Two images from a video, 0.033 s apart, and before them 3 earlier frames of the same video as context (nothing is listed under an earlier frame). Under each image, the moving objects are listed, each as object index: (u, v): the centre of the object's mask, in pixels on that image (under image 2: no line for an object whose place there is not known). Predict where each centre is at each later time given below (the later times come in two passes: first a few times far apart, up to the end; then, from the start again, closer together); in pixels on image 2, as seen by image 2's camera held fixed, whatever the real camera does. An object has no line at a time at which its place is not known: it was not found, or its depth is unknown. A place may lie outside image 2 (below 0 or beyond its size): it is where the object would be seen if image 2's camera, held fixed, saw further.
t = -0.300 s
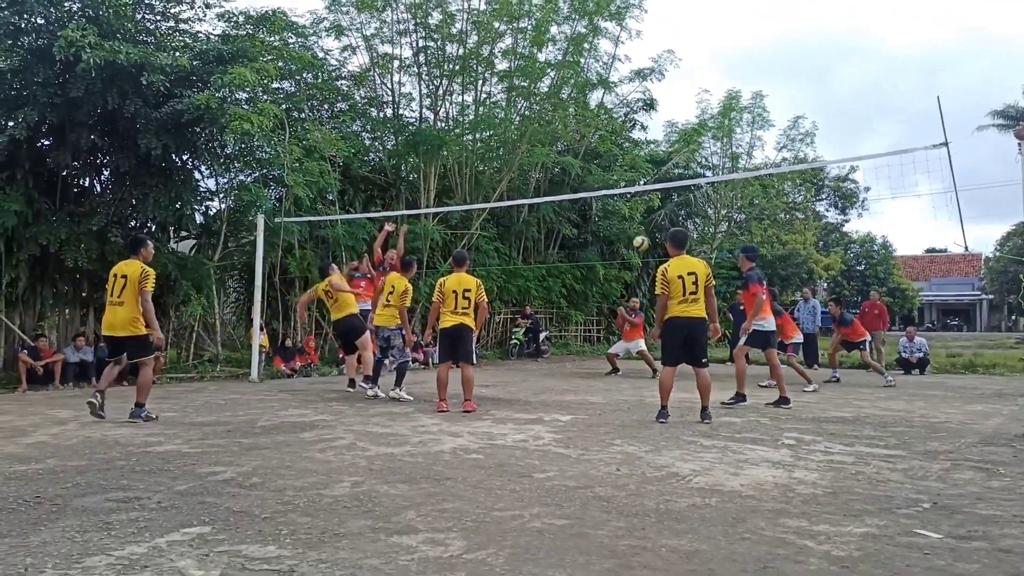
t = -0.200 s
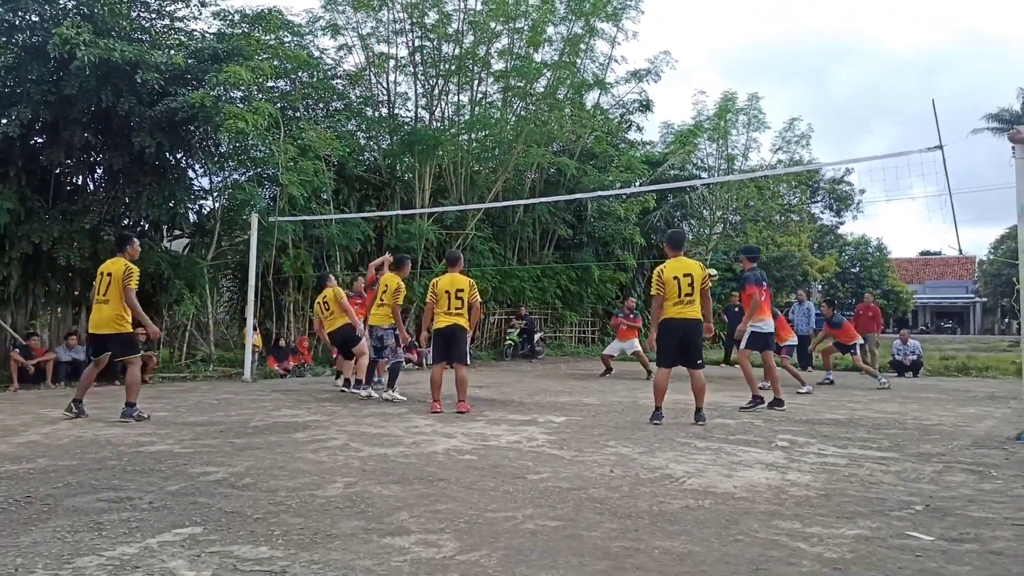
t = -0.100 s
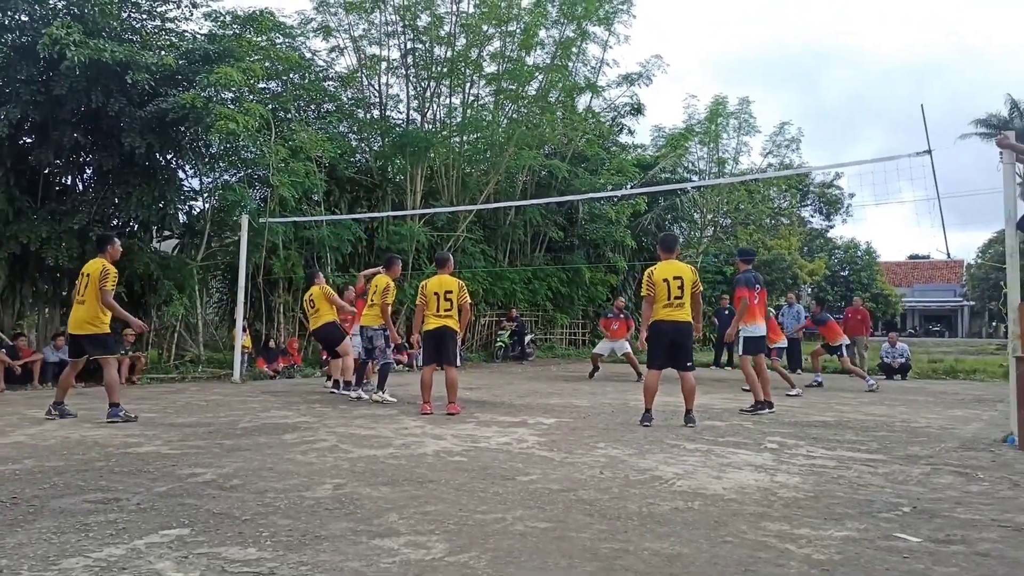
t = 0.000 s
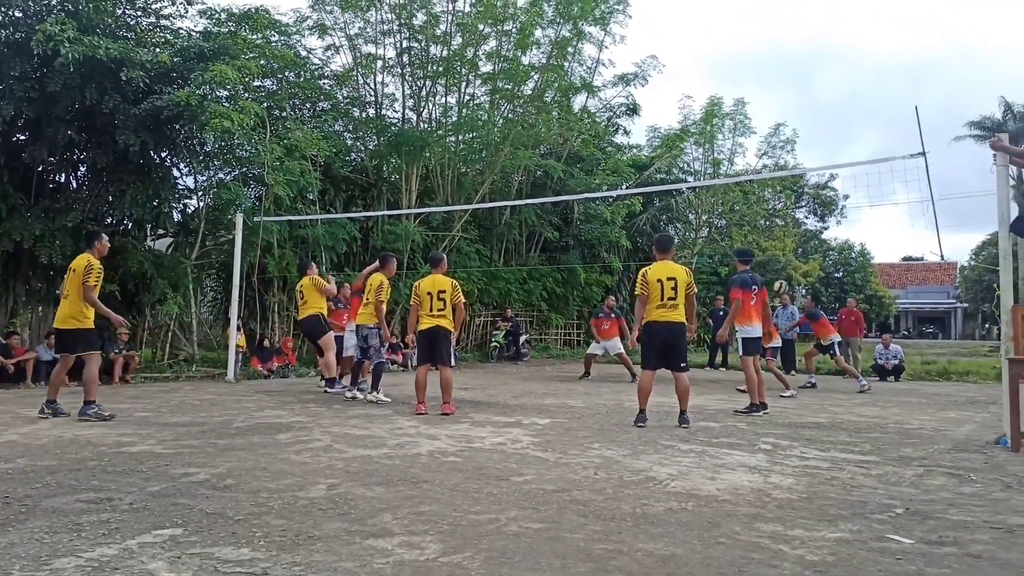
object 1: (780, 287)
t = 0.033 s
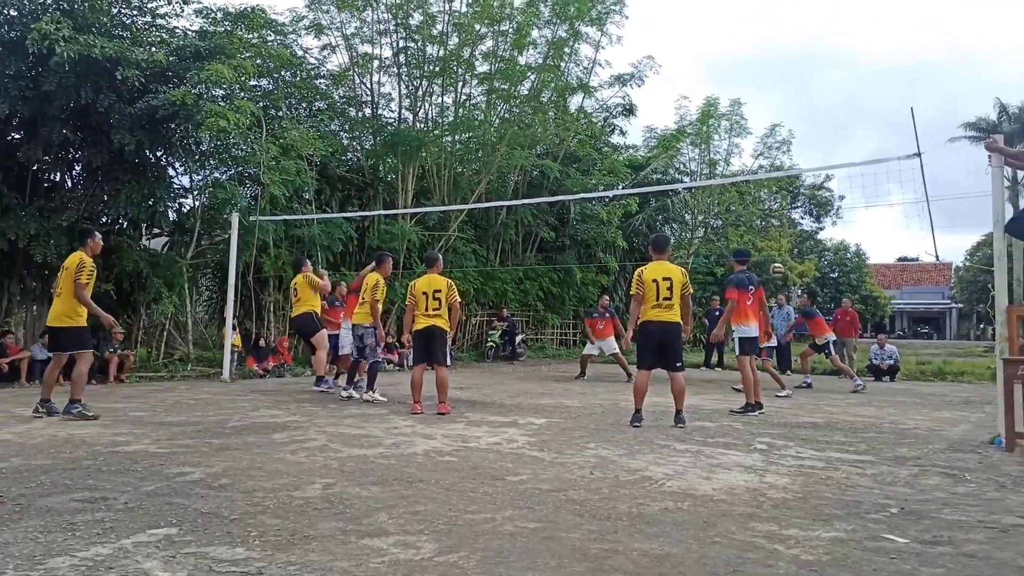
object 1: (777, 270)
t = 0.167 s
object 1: (779, 205)
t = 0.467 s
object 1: (789, 92)
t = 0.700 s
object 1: (799, 36)
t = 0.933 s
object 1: (810, 14)
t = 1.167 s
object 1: (823, 32)
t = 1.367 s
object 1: (833, 85)
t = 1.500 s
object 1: (839, 142)
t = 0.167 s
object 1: (779, 205)
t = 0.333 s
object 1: (785, 137)
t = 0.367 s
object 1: (785, 125)
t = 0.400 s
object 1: (786, 113)
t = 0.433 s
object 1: (788, 102)
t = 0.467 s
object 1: (789, 92)
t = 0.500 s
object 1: (790, 81)
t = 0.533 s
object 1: (791, 72)
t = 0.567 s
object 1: (793, 64)
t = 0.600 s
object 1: (795, 56)
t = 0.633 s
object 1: (795, 48)
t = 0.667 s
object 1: (797, 42)
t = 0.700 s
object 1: (799, 36)
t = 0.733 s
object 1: (800, 30)
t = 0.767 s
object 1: (801, 26)
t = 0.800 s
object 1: (803, 22)
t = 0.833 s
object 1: (805, 19)
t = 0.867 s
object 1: (807, 16)
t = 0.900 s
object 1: (808, 15)
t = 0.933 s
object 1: (810, 14)
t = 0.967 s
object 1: (812, 14)
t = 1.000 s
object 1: (814, 14)
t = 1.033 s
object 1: (815, 16)
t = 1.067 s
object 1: (817, 19)
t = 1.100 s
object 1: (819, 22)
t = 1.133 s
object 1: (821, 27)
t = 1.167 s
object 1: (823, 32)
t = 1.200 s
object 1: (824, 38)
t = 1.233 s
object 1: (826, 45)
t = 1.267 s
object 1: (828, 53)
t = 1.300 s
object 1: (829, 63)
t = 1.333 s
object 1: (831, 74)
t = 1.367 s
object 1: (833, 85)
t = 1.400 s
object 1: (835, 97)
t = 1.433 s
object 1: (836, 111)
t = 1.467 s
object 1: (837, 126)
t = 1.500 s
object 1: (839, 142)
